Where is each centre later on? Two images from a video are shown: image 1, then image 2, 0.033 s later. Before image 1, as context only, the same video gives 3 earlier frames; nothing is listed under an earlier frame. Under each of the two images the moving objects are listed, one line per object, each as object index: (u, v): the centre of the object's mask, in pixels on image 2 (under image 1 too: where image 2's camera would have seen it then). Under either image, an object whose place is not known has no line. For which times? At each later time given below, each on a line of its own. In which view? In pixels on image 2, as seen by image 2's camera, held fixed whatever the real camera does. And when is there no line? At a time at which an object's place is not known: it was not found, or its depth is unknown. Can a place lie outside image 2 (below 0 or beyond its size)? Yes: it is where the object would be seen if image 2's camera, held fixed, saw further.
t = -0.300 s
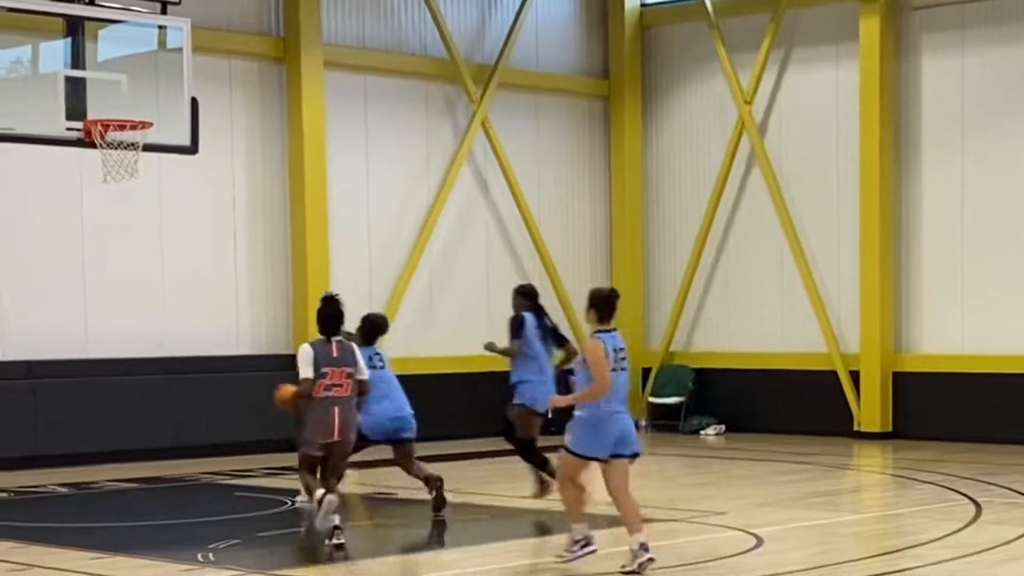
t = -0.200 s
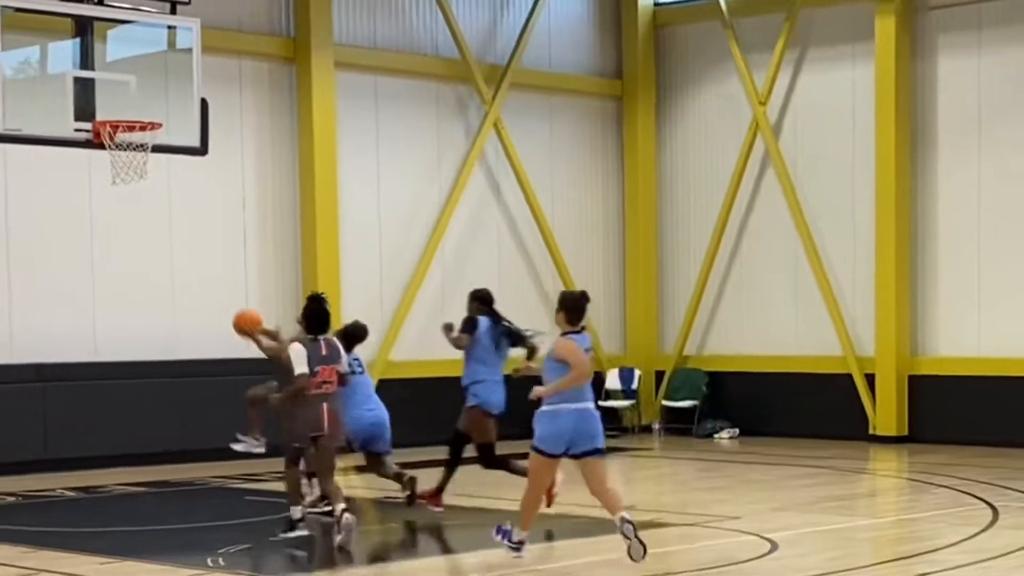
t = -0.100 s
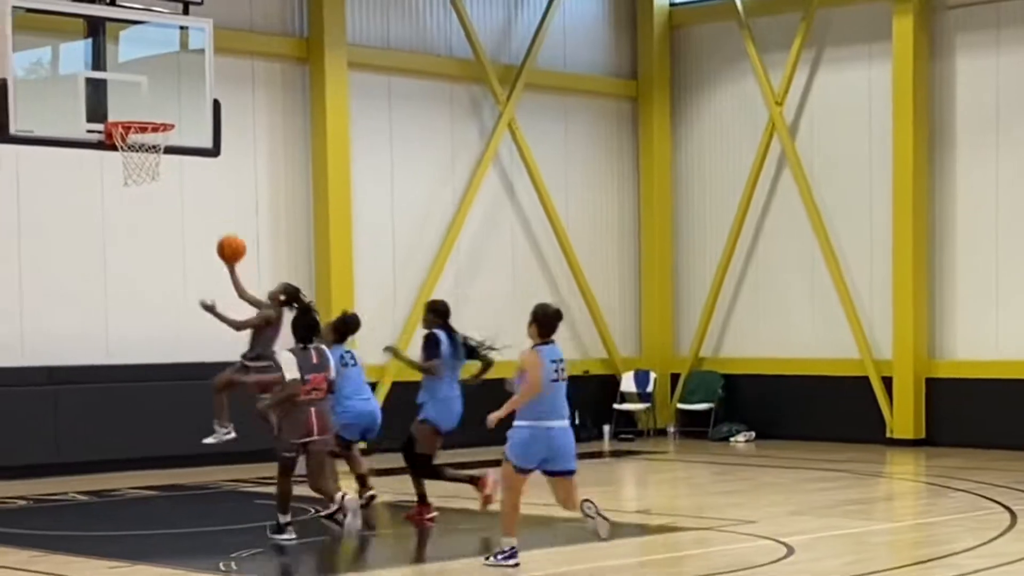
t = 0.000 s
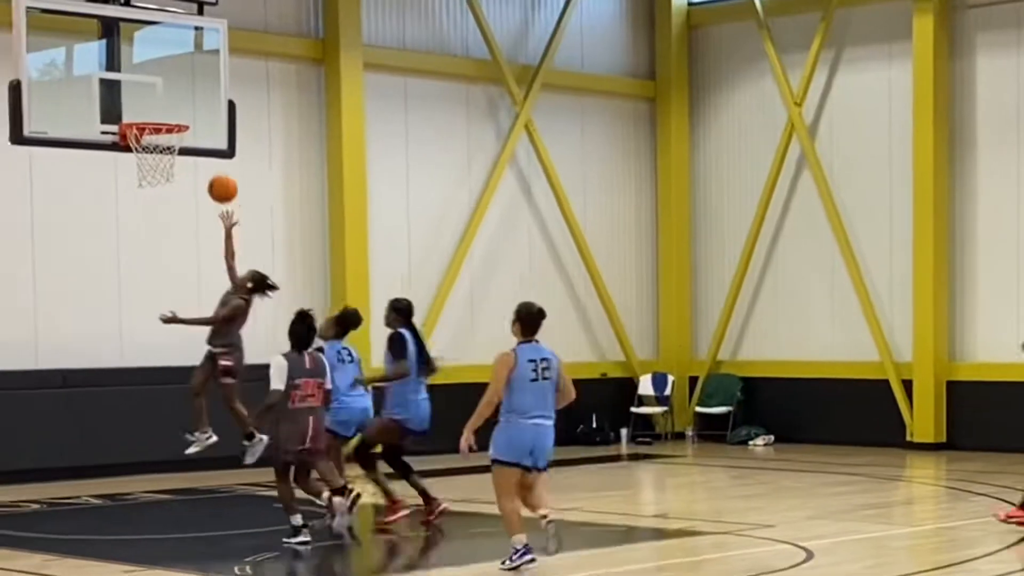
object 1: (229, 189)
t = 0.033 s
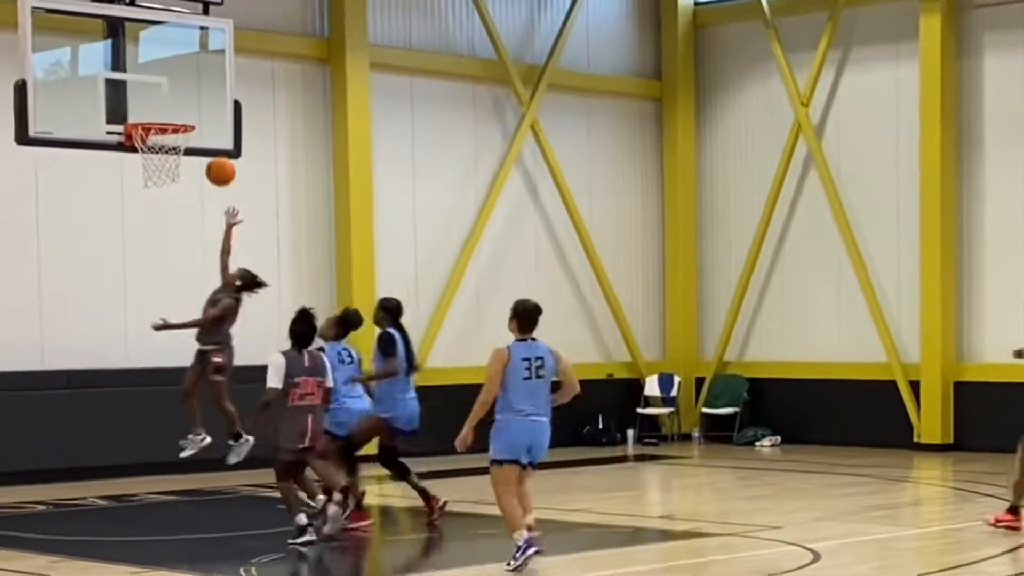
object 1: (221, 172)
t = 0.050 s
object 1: (216, 162)
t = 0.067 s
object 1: (213, 155)
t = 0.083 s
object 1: (210, 148)
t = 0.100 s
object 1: (206, 140)
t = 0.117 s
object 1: (202, 133)
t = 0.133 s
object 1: (198, 126)
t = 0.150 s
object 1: (194, 119)
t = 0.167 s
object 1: (190, 113)
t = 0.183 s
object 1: (186, 108)
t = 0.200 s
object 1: (182, 104)
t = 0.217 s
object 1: (179, 100)
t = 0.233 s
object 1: (178, 96)
